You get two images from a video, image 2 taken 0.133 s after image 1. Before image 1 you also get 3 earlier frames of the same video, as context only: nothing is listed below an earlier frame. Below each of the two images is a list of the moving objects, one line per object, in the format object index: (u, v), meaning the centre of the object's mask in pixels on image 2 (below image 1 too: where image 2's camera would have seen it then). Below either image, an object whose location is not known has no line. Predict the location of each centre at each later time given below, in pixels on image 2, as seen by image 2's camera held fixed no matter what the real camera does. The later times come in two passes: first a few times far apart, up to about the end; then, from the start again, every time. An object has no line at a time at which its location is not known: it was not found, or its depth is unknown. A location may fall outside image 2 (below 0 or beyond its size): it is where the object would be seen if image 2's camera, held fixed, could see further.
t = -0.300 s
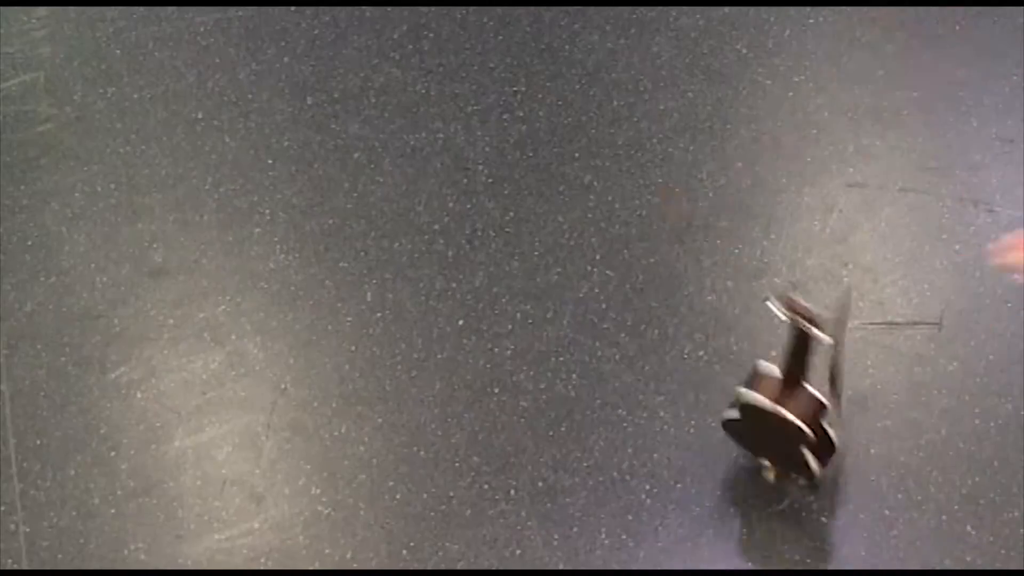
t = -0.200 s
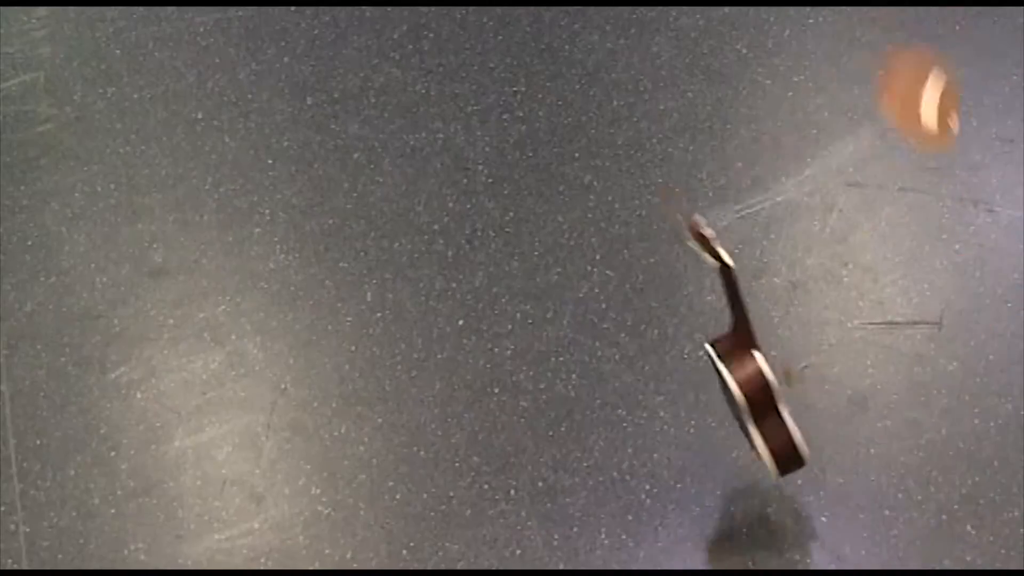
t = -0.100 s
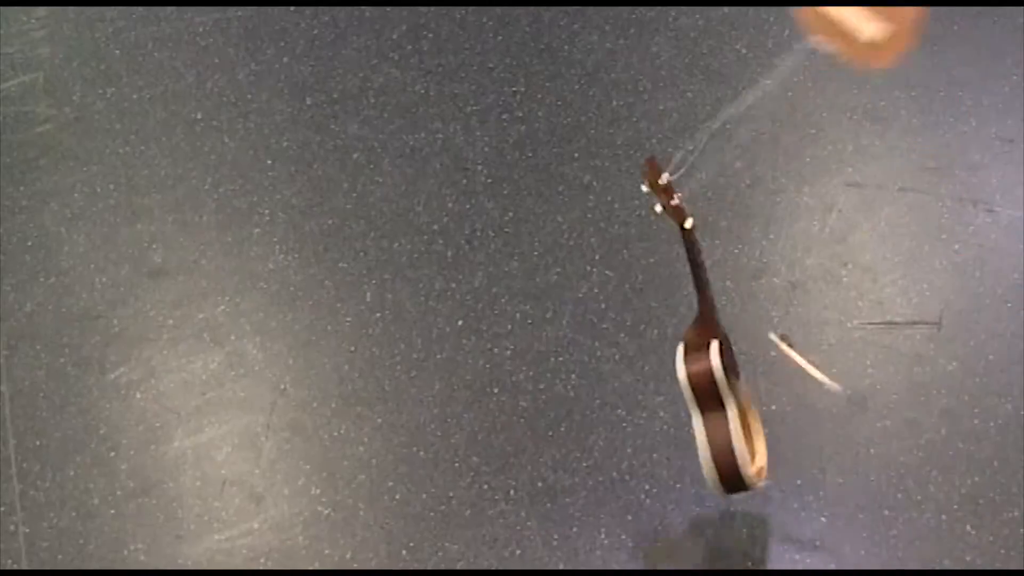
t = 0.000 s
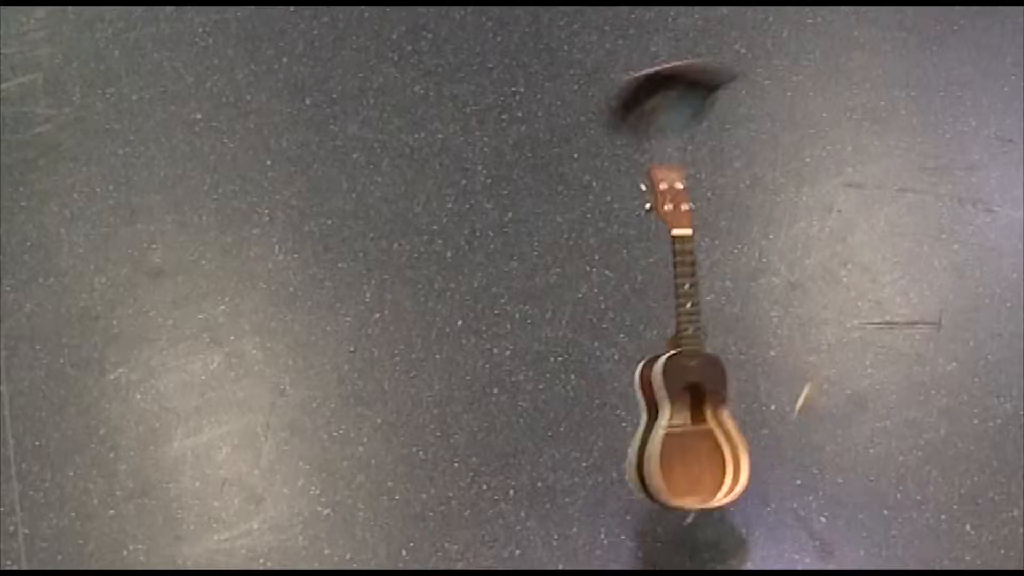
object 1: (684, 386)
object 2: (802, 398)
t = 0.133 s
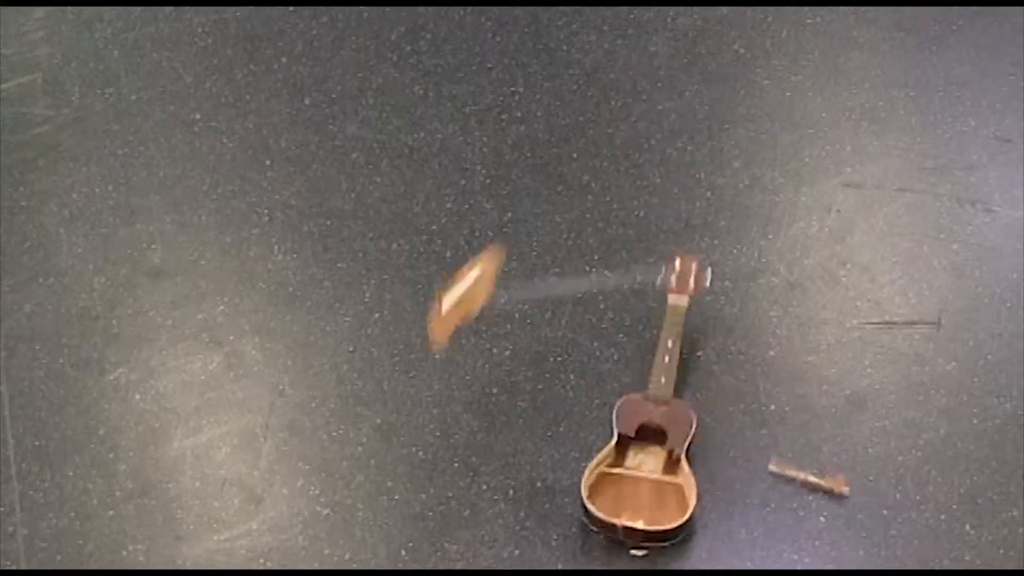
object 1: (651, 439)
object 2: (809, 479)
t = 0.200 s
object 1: (635, 435)
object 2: (809, 469)
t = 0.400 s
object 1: (603, 438)
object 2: (801, 496)
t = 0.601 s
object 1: (605, 437)
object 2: (797, 498)
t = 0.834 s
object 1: (612, 437)
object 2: (797, 498)
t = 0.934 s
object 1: (611, 437)
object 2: (796, 498)
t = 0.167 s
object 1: (643, 445)
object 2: (813, 476)
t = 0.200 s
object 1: (635, 435)
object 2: (809, 469)
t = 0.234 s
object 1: (627, 433)
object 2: (809, 468)
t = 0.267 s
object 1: (621, 430)
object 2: (808, 470)
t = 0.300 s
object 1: (615, 430)
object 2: (809, 479)
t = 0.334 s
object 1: (610, 432)
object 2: (801, 483)
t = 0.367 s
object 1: (606, 437)
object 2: (801, 493)
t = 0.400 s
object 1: (603, 438)
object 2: (801, 496)
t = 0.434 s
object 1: (602, 438)
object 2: (802, 497)
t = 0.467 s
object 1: (602, 436)
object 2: (801, 498)
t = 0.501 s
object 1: (602, 437)
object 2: (799, 499)
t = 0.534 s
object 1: (602, 436)
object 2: (796, 499)
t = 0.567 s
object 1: (603, 436)
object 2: (796, 498)
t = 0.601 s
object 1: (605, 437)
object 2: (797, 498)
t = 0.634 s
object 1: (606, 437)
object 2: (796, 498)
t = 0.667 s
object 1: (607, 437)
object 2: (797, 498)
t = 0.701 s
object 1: (609, 438)
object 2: (796, 499)
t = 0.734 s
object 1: (610, 437)
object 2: (796, 498)
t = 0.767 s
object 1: (611, 437)
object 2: (797, 498)
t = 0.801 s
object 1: (611, 437)
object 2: (797, 498)
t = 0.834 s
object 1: (612, 437)
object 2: (797, 498)
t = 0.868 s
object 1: (611, 437)
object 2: (796, 499)
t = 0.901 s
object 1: (611, 437)
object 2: (796, 499)
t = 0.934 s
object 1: (611, 437)
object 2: (796, 498)
